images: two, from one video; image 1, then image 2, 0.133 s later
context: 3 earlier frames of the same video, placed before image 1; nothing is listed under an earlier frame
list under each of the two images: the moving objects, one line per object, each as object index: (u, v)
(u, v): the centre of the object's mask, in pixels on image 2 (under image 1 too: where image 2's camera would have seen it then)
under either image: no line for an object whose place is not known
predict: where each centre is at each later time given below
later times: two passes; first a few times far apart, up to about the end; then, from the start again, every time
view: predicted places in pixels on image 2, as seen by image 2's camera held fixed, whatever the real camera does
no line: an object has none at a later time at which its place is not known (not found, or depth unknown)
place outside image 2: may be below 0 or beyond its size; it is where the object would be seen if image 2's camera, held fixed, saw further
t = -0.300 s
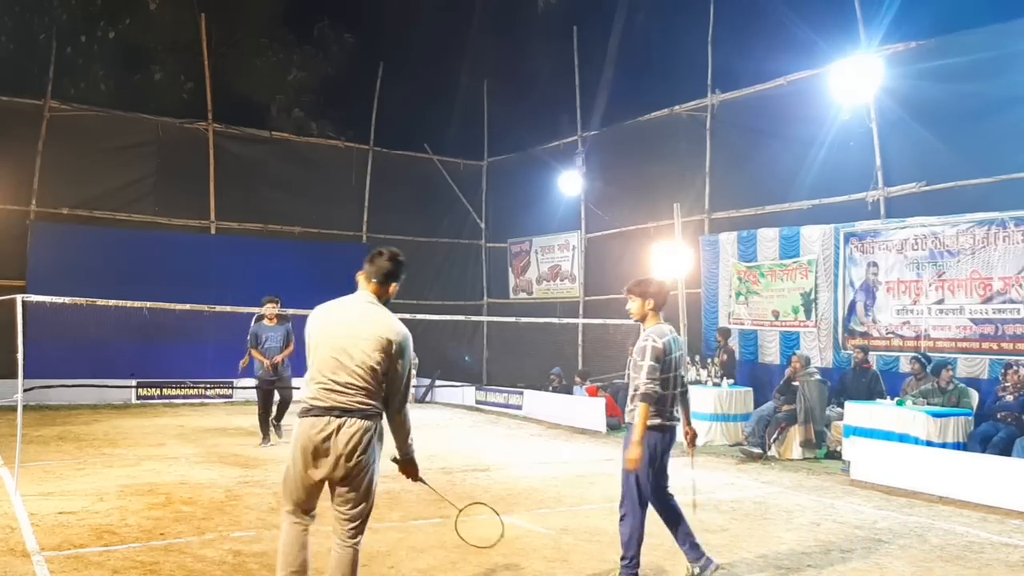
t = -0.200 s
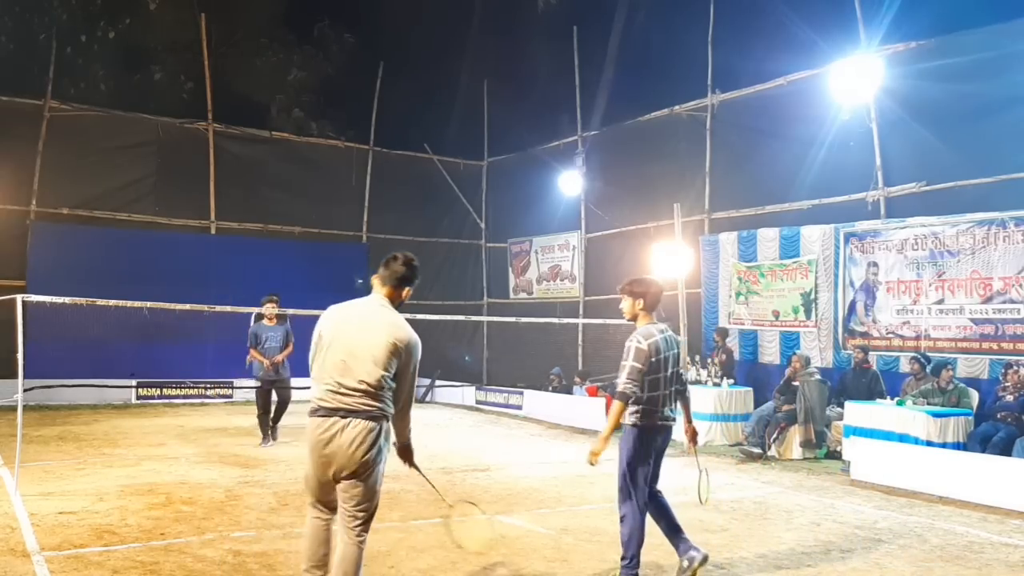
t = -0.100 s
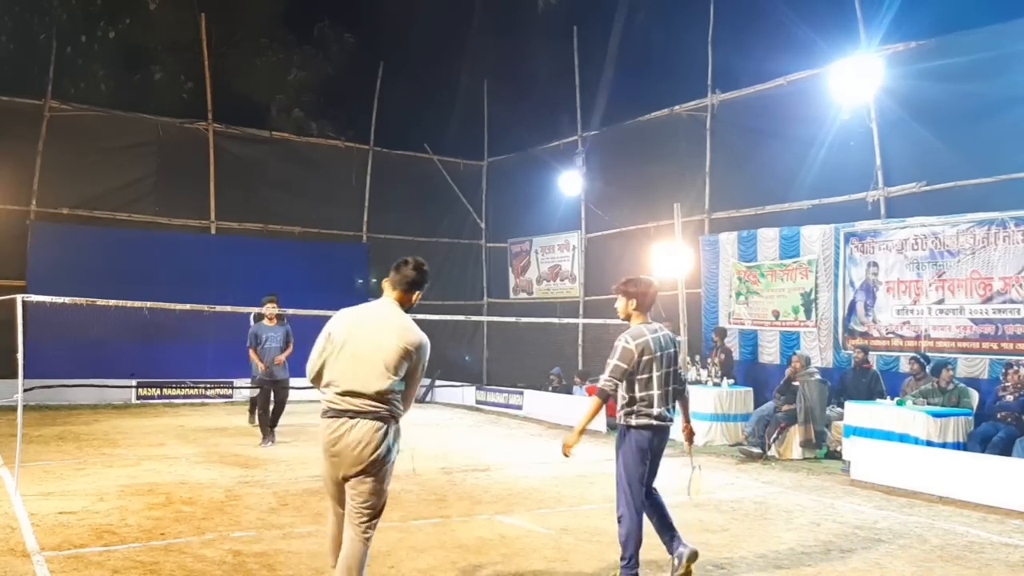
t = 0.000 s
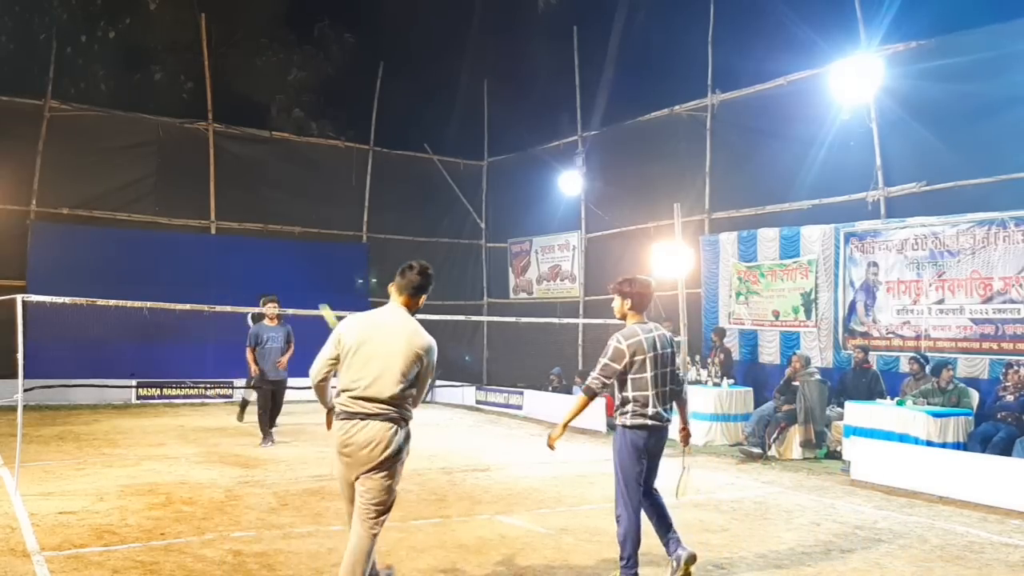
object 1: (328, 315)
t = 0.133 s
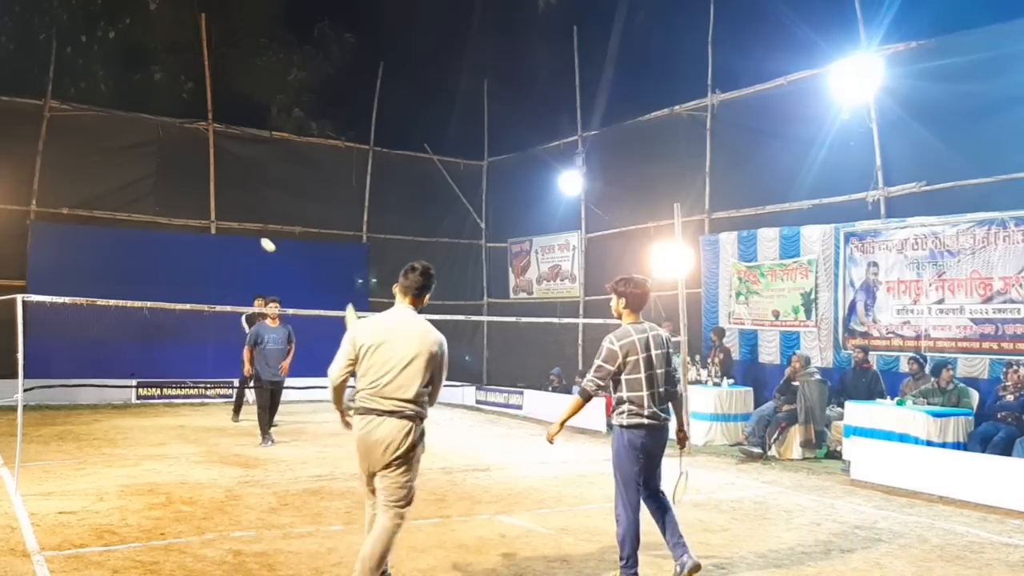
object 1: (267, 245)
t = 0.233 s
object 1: (239, 223)
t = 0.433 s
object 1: (202, 221)
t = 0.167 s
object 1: (257, 235)
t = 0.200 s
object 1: (248, 228)
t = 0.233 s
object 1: (239, 223)
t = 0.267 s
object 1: (232, 219)
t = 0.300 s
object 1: (225, 217)
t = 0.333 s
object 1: (219, 216)
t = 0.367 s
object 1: (213, 217)
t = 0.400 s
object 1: (207, 219)
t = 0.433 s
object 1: (202, 221)
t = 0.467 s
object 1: (198, 225)
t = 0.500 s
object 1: (194, 229)
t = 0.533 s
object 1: (189, 234)
